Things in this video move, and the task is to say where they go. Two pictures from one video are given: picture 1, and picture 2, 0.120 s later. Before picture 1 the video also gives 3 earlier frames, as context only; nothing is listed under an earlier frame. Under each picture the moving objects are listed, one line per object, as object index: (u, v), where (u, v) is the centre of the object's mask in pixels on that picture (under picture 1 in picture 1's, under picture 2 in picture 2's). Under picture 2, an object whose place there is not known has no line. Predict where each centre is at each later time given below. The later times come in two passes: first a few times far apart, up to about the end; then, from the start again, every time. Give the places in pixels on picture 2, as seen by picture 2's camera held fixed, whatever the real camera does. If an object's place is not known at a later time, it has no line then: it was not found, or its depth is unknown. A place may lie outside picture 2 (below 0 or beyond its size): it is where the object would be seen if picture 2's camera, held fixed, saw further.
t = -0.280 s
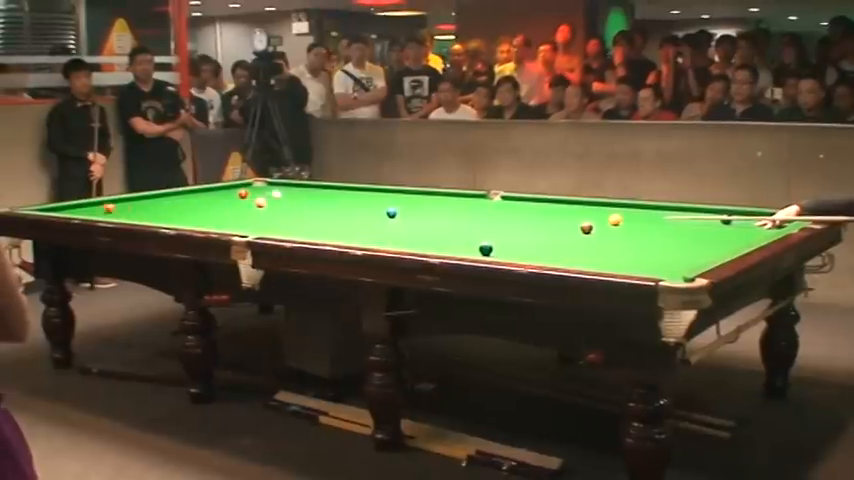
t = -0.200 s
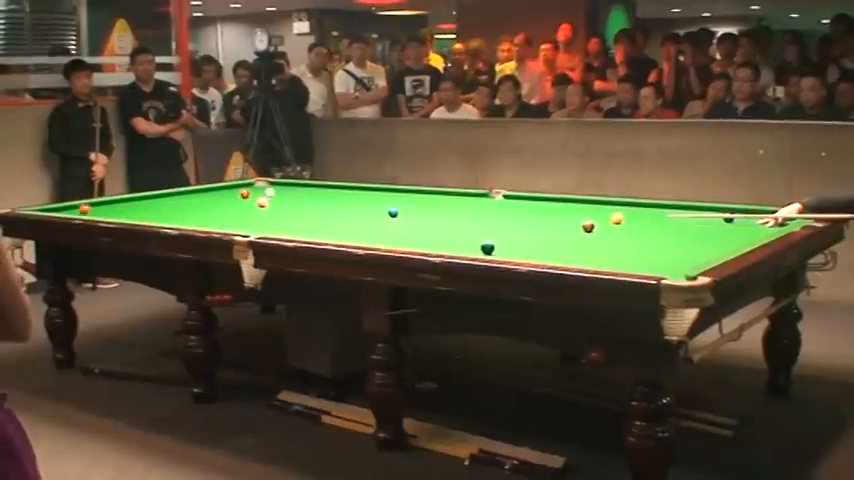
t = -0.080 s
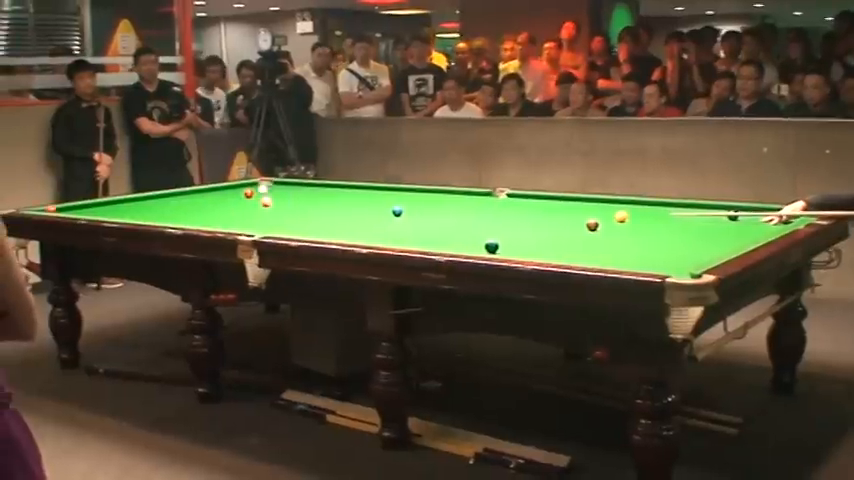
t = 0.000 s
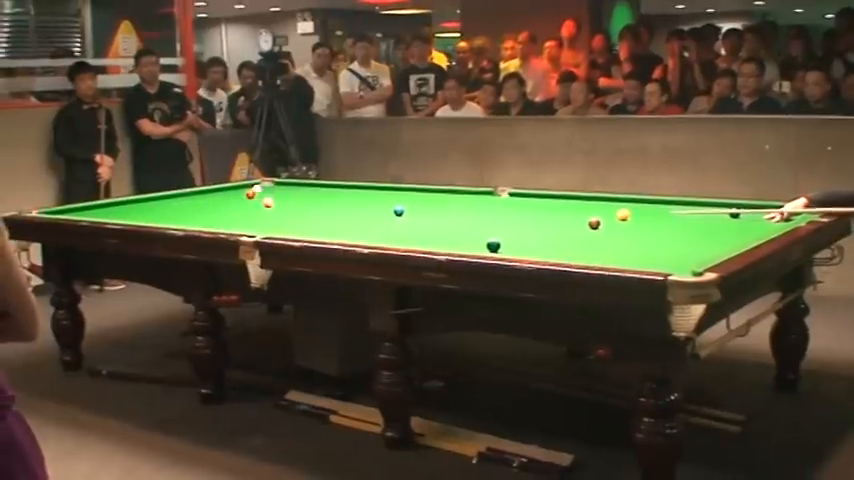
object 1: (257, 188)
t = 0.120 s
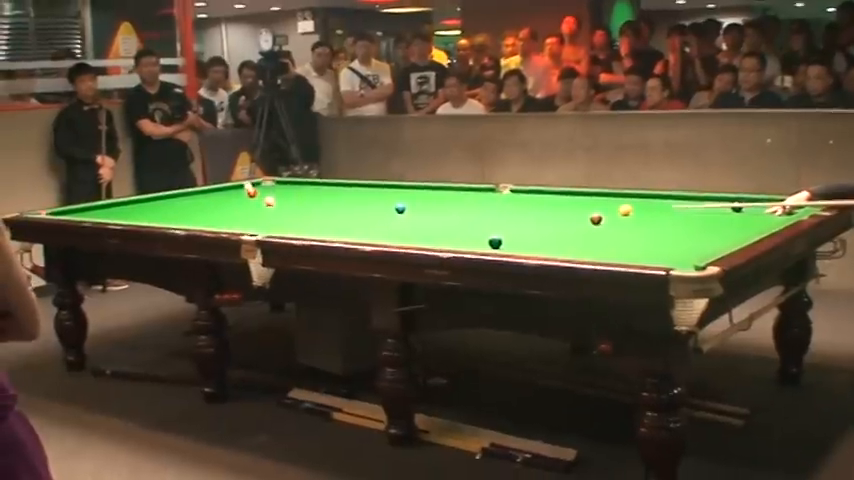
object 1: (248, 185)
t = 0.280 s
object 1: (247, 184)
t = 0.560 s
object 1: (286, 183)
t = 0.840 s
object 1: (323, 182)
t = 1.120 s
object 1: (345, 183)
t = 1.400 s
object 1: (361, 185)
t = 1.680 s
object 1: (377, 186)
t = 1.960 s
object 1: (394, 188)
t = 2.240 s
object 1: (410, 190)
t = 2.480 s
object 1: (423, 192)
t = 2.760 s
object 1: (441, 194)
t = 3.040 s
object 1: (456, 195)
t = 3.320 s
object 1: (473, 197)
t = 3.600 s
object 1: (489, 199)
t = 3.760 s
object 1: (497, 200)
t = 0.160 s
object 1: (244, 185)
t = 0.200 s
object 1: (241, 185)
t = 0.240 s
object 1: (241, 184)
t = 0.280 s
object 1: (247, 184)
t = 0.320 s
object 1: (253, 183)
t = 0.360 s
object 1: (259, 183)
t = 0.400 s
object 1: (265, 183)
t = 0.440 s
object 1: (270, 183)
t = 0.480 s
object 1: (276, 183)
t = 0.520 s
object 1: (281, 183)
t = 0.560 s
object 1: (286, 183)
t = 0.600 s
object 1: (292, 182)
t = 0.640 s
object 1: (297, 182)
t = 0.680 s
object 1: (302, 183)
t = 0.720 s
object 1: (307, 183)
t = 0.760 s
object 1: (312, 183)
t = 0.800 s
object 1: (317, 183)
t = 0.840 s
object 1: (323, 182)
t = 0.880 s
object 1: (328, 182)
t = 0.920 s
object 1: (333, 182)
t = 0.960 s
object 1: (337, 182)
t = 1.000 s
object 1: (338, 183)
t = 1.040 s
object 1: (340, 183)
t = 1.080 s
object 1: (343, 183)
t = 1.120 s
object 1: (345, 183)
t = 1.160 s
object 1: (347, 184)
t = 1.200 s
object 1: (350, 184)
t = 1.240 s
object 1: (352, 183)
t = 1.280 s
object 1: (354, 184)
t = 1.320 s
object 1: (356, 184)
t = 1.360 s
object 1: (359, 184)
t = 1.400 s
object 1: (361, 185)
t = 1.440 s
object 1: (363, 185)
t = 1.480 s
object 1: (366, 185)
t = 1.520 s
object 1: (368, 185)
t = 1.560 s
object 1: (370, 185)
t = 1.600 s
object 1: (373, 185)
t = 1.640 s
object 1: (375, 186)
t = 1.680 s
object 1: (377, 186)
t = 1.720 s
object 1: (380, 186)
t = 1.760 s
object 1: (382, 187)
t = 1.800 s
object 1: (384, 187)
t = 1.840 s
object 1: (386, 187)
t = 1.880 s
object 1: (389, 188)
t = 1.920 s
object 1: (392, 188)
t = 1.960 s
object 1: (394, 188)
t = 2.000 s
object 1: (396, 189)
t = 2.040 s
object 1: (398, 189)
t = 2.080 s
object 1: (400, 190)
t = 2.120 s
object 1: (403, 190)
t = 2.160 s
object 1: (406, 190)
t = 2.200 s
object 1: (407, 190)
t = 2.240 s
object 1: (410, 190)
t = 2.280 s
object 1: (412, 191)
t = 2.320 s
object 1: (414, 191)
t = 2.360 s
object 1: (416, 191)
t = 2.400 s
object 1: (419, 191)
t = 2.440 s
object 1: (421, 191)
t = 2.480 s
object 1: (423, 192)
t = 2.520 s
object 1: (427, 192)
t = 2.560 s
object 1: (429, 192)
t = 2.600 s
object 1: (431, 193)
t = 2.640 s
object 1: (434, 193)
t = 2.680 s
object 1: (436, 193)
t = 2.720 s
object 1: (438, 193)
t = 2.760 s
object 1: (441, 194)
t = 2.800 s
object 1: (443, 194)
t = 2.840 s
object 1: (445, 195)
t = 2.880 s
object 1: (448, 195)
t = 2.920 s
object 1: (450, 195)
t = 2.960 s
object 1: (453, 195)
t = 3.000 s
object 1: (455, 195)
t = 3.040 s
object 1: (456, 195)
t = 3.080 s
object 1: (459, 195)
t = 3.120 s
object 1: (461, 196)
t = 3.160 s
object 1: (464, 196)
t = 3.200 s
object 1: (466, 196)
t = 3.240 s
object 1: (468, 197)
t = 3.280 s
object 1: (470, 197)
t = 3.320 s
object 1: (473, 197)
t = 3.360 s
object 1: (475, 198)
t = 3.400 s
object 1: (478, 198)
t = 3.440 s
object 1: (480, 198)
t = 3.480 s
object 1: (482, 198)
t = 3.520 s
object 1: (484, 198)
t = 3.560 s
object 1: (486, 199)
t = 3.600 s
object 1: (489, 199)
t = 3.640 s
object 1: (491, 199)
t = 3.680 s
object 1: (493, 199)
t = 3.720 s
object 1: (495, 200)
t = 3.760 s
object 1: (497, 200)
